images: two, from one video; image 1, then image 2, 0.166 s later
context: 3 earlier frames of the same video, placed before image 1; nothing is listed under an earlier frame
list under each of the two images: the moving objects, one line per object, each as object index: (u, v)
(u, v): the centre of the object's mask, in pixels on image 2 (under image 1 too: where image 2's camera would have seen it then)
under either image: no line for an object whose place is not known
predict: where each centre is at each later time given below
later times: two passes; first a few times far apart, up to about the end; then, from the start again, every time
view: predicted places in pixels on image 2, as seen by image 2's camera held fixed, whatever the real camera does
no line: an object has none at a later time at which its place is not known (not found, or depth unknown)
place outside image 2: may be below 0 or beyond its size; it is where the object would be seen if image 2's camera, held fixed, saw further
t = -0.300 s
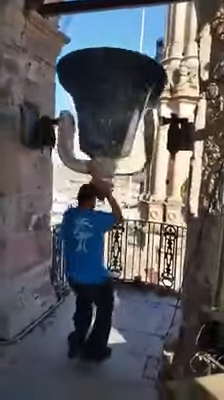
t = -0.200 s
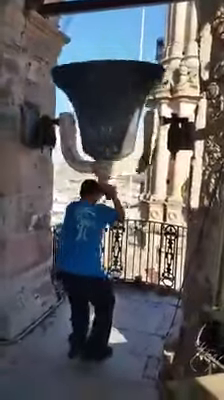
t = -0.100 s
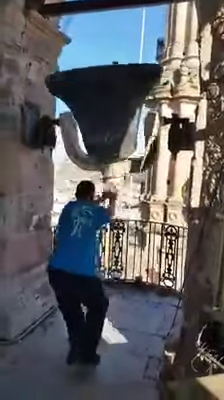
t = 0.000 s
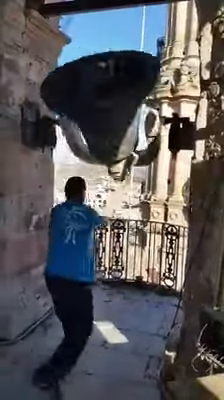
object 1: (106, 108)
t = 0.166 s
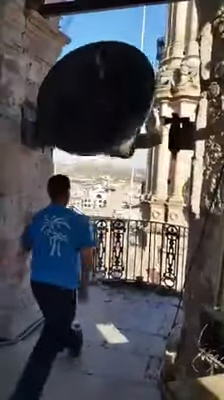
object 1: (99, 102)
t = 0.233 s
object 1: (98, 106)
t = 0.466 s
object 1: (101, 134)
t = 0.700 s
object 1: (110, 114)
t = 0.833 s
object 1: (109, 121)
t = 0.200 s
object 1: (97, 103)
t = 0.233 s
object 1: (98, 106)
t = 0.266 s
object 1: (94, 109)
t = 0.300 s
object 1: (94, 114)
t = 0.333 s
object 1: (94, 119)
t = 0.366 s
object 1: (94, 124)
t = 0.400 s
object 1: (95, 129)
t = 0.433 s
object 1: (99, 133)
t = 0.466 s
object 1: (101, 134)
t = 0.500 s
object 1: (103, 134)
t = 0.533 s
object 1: (105, 132)
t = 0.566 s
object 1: (105, 129)
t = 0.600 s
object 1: (107, 125)
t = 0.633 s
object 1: (107, 121)
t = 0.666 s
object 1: (110, 118)
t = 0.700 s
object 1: (110, 114)
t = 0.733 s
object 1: (107, 115)
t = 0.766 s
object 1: (107, 117)
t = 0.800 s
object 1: (108, 119)
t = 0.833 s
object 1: (109, 121)
